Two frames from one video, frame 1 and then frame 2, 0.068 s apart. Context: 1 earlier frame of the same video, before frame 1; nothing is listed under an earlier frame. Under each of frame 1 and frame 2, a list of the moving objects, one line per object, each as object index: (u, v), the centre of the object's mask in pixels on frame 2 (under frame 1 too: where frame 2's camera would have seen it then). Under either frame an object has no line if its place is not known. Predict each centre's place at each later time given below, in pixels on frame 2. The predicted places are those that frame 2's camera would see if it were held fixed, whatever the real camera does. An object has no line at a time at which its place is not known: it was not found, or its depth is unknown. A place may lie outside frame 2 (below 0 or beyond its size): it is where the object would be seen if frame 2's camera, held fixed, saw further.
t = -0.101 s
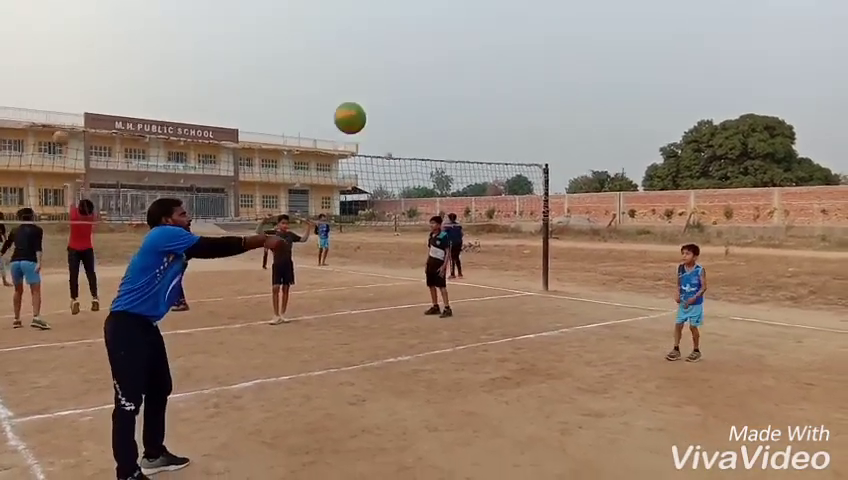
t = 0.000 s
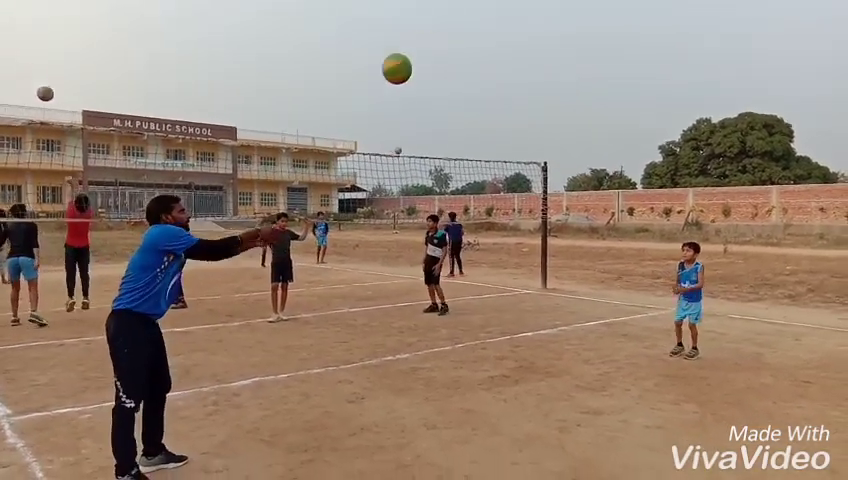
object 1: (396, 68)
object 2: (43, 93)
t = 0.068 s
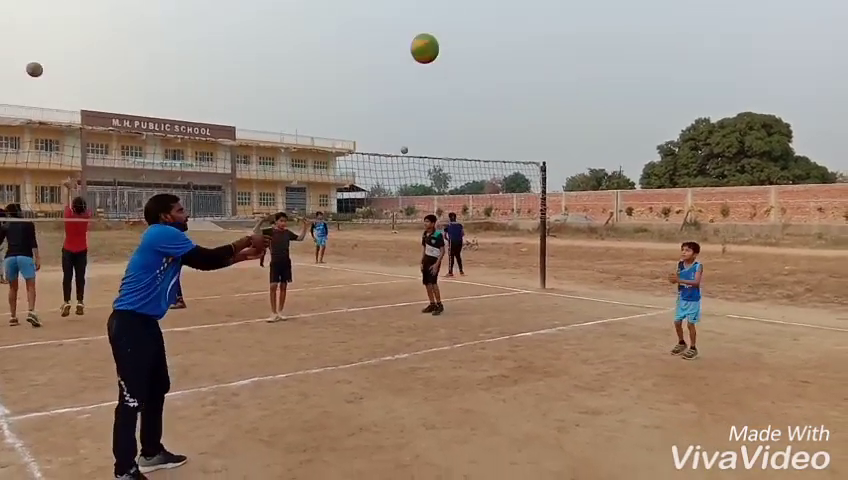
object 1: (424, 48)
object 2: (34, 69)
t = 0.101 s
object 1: (438, 41)
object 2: (29, 58)
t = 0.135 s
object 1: (451, 36)
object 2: (25, 48)
